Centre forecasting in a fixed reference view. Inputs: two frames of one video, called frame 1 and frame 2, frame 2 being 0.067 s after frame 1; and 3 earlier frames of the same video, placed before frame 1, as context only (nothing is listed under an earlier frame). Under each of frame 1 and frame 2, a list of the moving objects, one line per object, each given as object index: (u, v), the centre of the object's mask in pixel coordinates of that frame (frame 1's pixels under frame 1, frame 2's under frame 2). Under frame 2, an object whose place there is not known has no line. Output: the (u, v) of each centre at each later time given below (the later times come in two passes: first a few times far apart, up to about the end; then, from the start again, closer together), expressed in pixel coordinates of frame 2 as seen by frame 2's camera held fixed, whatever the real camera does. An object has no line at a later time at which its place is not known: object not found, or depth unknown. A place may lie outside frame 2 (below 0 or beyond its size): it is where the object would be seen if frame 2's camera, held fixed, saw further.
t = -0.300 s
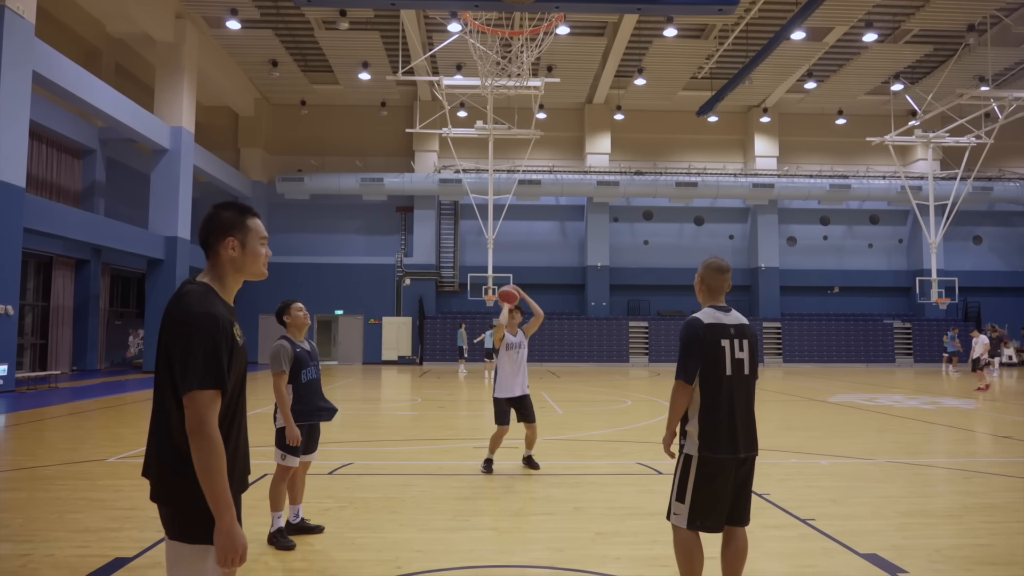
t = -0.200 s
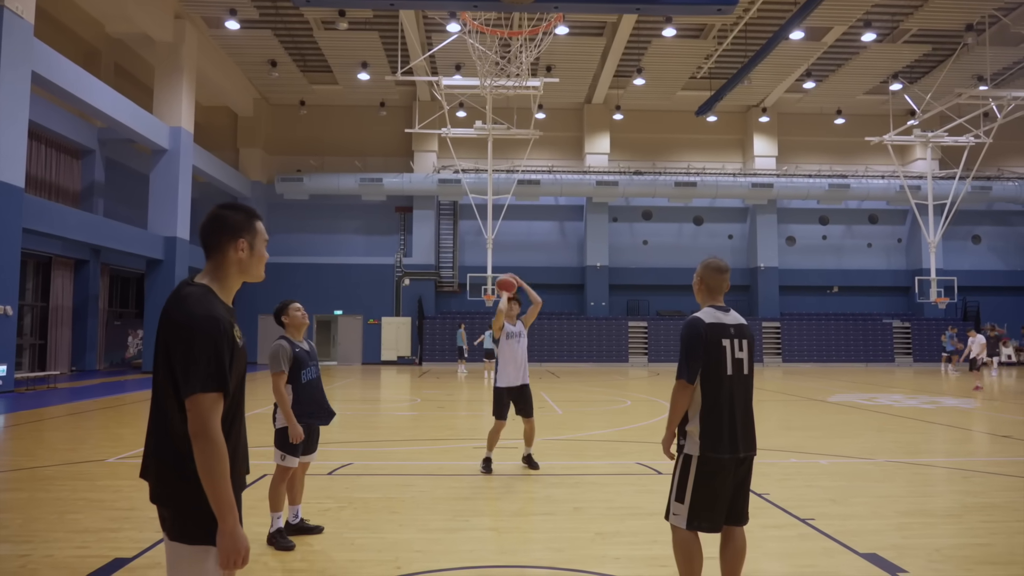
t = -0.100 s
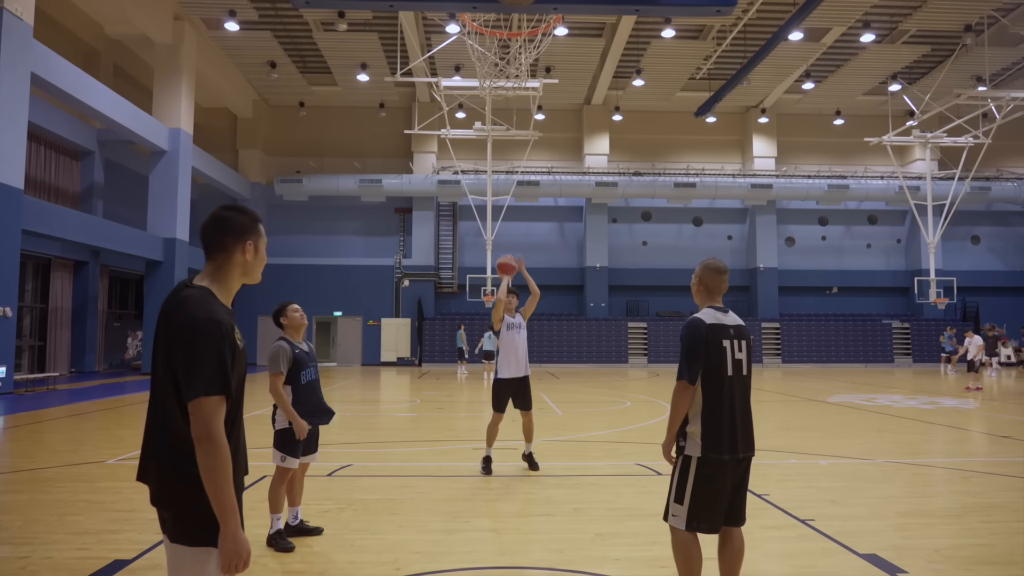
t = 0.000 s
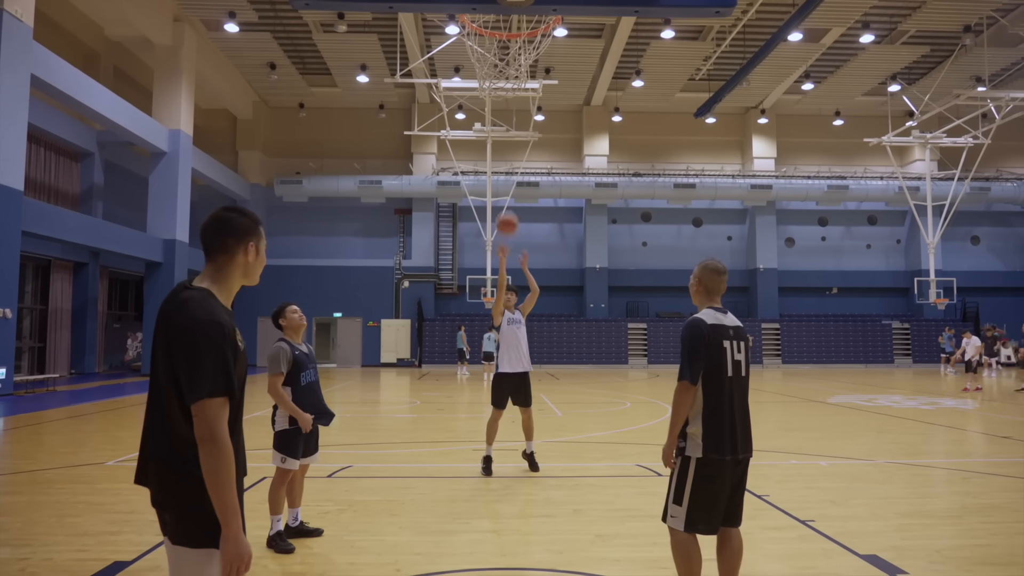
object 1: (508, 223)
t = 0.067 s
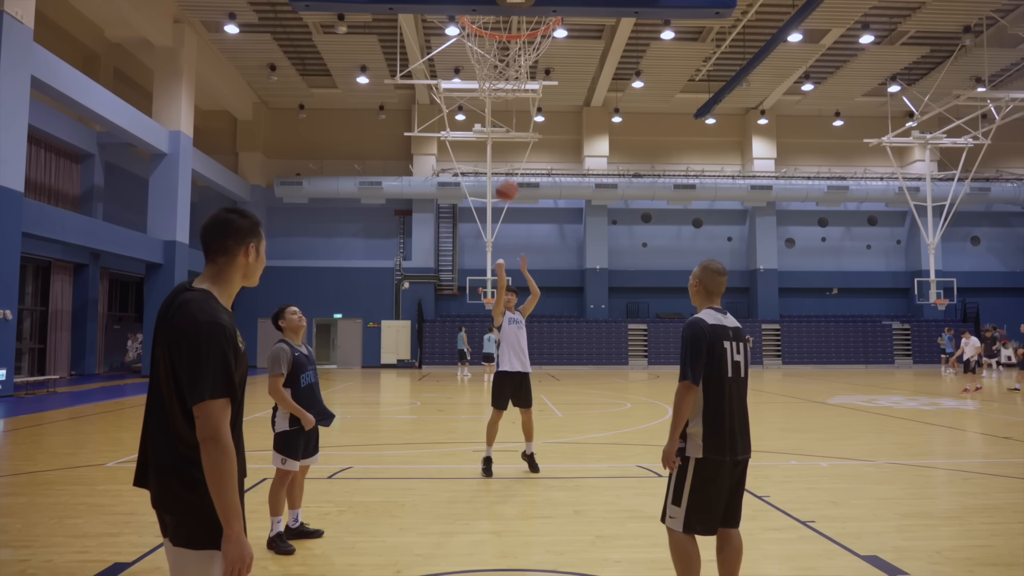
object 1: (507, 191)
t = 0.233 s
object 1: (507, 114)
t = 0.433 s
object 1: (507, 33)
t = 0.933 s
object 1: (515, 21)
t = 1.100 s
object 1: (490, 149)
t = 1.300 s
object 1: (468, 341)
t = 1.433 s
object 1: (458, 495)
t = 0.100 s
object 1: (507, 175)
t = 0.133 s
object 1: (507, 157)
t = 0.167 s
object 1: (507, 143)
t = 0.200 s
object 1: (507, 125)
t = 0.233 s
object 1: (507, 114)
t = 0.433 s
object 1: (507, 33)
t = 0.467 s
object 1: (508, 25)
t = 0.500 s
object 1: (508, 23)
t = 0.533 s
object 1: (506, 19)
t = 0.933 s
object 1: (515, 21)
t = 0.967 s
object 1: (509, 34)
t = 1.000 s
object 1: (503, 66)
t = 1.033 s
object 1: (498, 94)
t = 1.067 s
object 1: (495, 118)
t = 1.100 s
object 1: (490, 149)
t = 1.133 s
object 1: (486, 179)
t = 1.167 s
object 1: (482, 209)
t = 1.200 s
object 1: (479, 241)
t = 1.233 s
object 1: (474, 275)
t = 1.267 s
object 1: (472, 310)
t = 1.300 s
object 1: (468, 341)
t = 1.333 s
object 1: (466, 377)
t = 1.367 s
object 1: (464, 416)
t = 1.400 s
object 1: (461, 457)
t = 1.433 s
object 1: (458, 495)
